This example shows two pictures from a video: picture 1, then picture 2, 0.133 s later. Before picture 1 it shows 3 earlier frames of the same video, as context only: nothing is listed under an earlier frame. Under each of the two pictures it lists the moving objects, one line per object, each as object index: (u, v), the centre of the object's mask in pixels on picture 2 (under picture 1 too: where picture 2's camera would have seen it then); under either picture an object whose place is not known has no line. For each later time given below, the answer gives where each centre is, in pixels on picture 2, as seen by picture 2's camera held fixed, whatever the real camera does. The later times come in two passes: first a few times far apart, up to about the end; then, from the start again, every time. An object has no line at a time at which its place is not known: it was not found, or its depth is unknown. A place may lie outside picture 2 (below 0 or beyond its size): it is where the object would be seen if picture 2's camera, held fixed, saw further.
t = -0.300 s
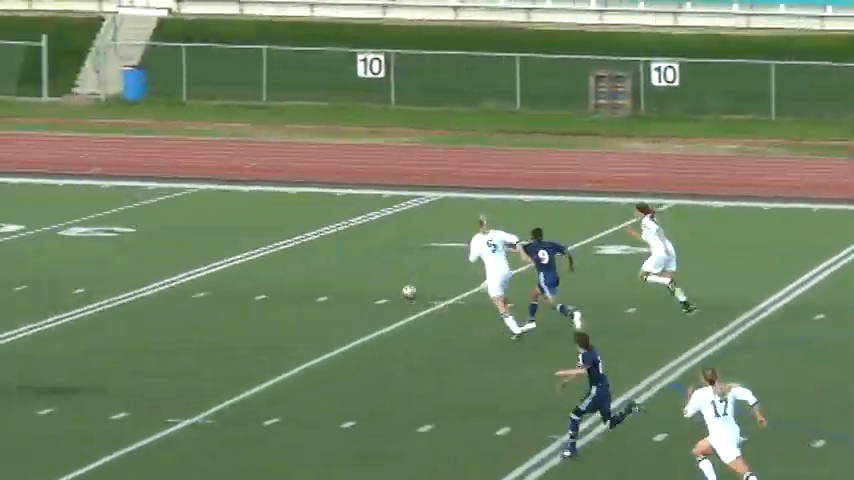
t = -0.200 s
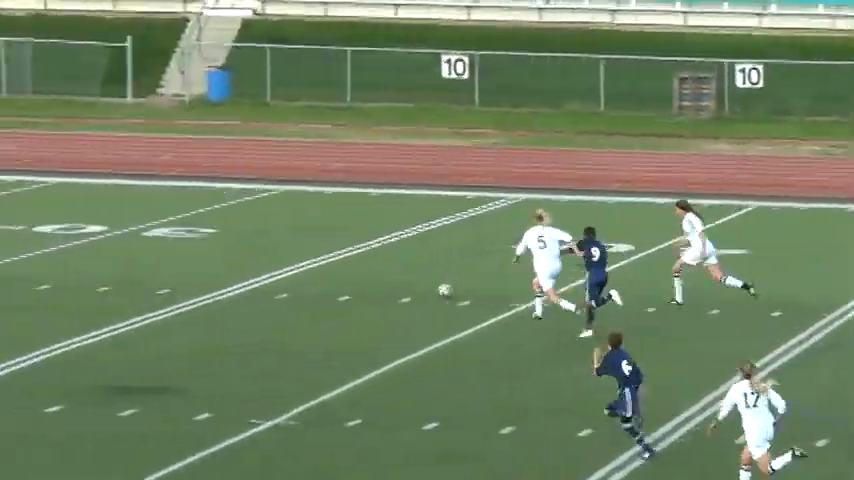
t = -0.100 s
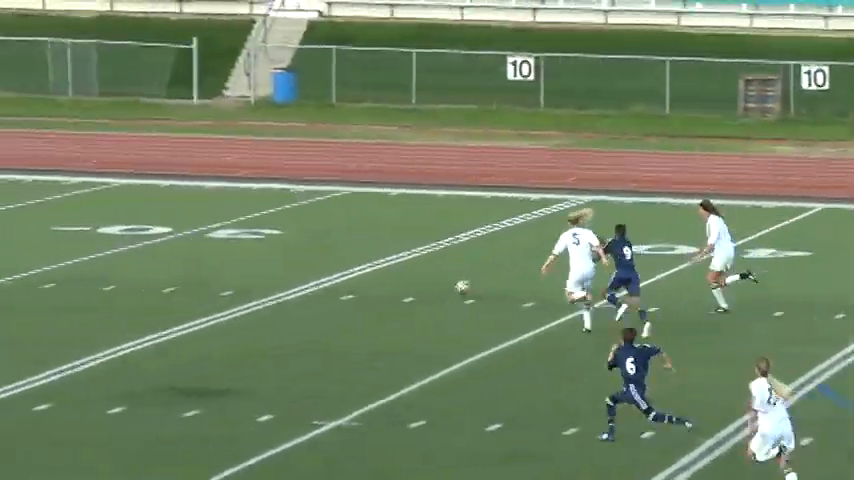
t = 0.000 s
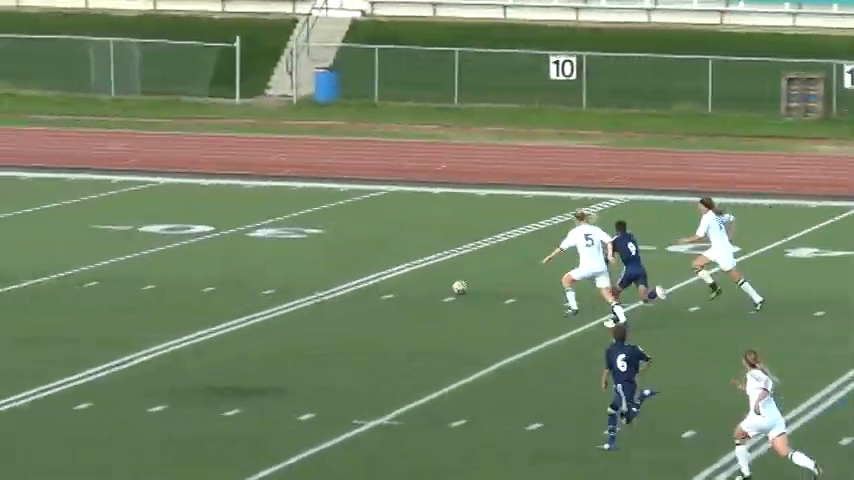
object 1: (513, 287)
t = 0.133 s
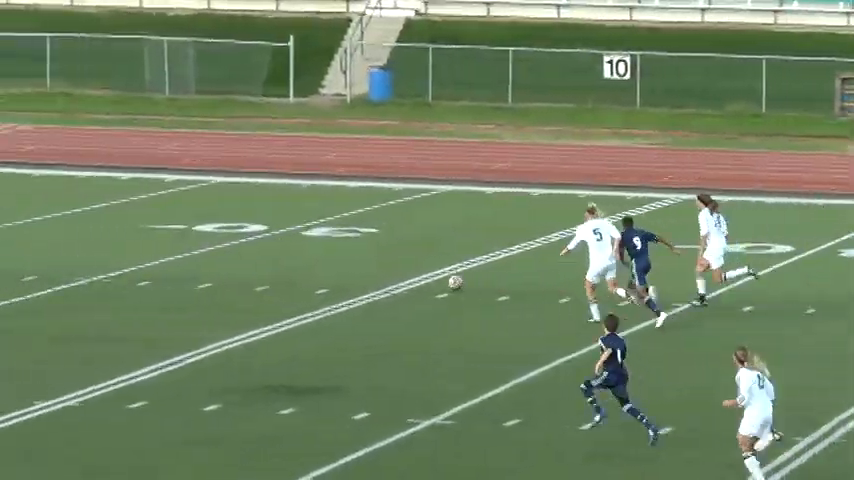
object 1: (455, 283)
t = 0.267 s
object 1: (399, 277)
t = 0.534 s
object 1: (293, 272)
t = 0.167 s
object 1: (441, 283)
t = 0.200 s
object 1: (427, 279)
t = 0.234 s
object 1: (413, 278)
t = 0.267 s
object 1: (399, 277)
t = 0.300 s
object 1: (386, 276)
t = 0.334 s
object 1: (372, 275)
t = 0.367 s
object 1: (358, 277)
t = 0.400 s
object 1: (345, 278)
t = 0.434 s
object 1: (332, 277)
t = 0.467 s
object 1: (318, 275)
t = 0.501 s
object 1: (306, 273)
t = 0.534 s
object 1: (293, 272)
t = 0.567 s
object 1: (280, 273)
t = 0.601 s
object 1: (267, 275)
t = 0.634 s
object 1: (254, 275)
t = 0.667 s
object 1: (242, 274)
